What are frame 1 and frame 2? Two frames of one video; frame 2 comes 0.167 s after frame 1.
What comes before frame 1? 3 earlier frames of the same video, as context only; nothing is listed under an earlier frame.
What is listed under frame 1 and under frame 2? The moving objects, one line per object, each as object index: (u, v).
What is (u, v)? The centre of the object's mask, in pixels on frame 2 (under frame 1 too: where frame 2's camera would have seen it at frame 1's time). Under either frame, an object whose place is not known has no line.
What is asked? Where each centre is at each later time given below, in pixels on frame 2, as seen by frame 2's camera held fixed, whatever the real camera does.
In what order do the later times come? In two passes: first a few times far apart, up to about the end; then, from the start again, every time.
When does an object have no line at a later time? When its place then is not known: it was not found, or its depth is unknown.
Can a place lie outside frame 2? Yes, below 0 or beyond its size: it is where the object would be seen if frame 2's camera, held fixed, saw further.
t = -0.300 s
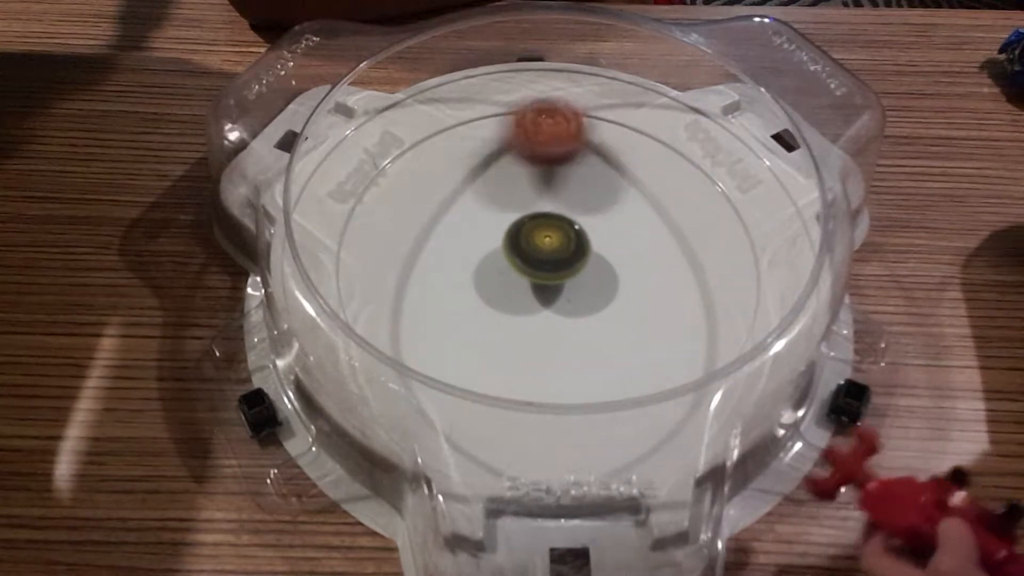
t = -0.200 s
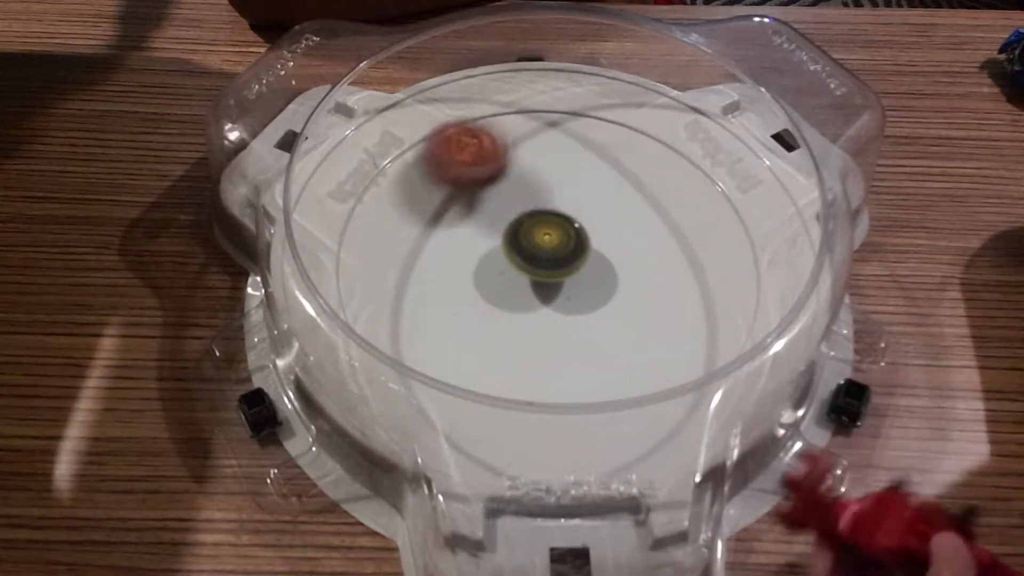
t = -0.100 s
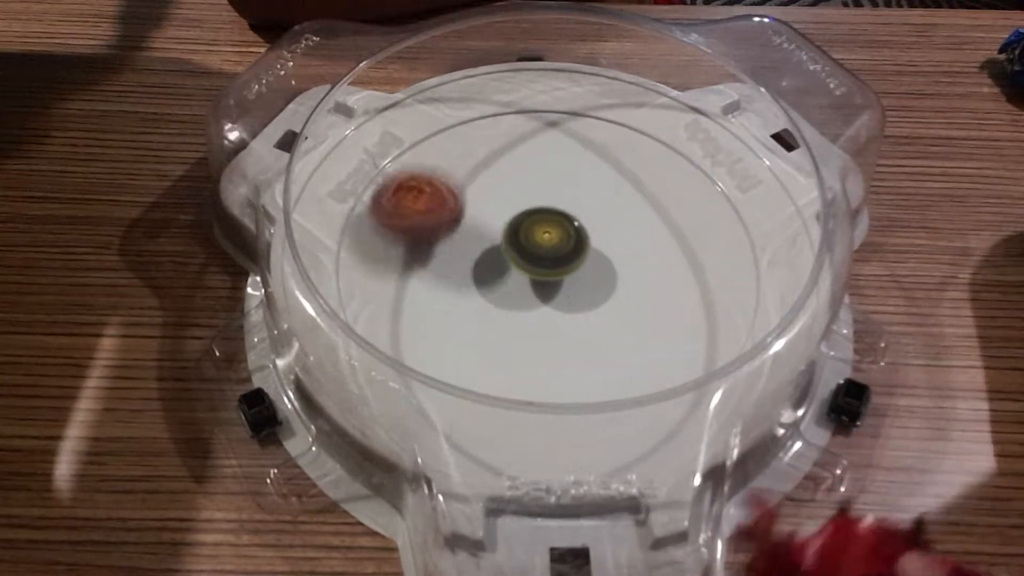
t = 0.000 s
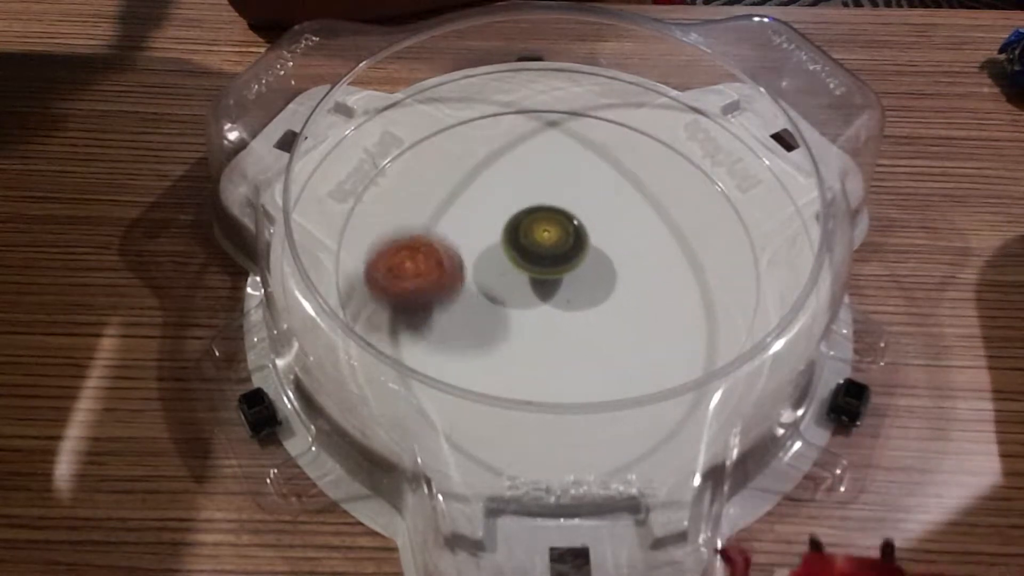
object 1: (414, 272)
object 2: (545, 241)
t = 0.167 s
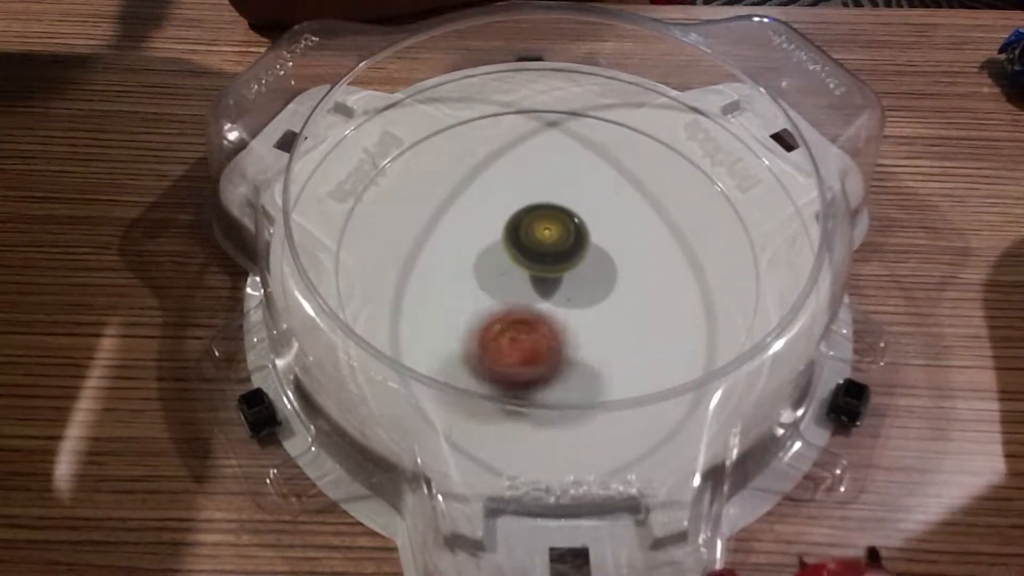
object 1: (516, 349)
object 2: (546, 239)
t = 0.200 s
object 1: (549, 351)
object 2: (547, 238)
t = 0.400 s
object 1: (666, 282)
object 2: (548, 238)
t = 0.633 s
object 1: (606, 166)
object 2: (549, 241)
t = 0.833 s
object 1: (481, 161)
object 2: (549, 245)
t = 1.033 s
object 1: (426, 250)
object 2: (547, 250)
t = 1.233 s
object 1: (516, 330)
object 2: (544, 254)
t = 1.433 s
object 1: (648, 302)
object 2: (540, 258)
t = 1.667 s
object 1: (640, 189)
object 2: (536, 259)
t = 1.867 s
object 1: (519, 165)
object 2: (535, 259)
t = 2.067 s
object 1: (437, 233)
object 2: (535, 258)
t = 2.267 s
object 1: (486, 323)
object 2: (540, 255)
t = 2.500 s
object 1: (634, 308)
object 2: (547, 254)
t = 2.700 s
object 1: (640, 209)
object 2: (554, 254)
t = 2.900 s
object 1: (536, 163)
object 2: (558, 254)
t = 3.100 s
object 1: (443, 210)
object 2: (560, 255)
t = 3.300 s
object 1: (470, 301)
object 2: (560, 256)
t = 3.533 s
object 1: (614, 316)
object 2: (557, 253)
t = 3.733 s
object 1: (665, 236)
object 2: (553, 250)
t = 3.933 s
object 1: (583, 173)
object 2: (548, 246)
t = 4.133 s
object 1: (525, 113)
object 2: (488, 345)
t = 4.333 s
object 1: (456, 172)
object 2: (495, 380)
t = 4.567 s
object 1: (507, 260)
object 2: (520, 363)
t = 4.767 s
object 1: (592, 240)
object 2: (544, 369)
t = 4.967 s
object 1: (624, 196)
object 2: (560, 327)
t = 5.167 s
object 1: (594, 173)
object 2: (523, 290)
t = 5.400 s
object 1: (566, 138)
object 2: (472, 331)
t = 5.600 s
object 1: (542, 211)
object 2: (488, 299)
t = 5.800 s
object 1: (600, 245)
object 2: (500, 264)
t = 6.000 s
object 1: (646, 274)
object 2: (538, 233)
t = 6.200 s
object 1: (632, 279)
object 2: (587, 217)
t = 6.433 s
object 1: (551, 351)
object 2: (624, 182)
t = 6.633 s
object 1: (519, 300)
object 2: (613, 198)
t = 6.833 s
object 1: (520, 224)
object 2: (616, 265)
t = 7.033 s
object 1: (534, 190)
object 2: (652, 266)
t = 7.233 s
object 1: (547, 216)
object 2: (643, 272)
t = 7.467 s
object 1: (539, 220)
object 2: (609, 282)
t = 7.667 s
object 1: (535, 214)
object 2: (590, 275)
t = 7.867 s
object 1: (517, 215)
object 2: (583, 264)
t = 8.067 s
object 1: (517, 214)
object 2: (587, 250)
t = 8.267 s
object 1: (515, 214)
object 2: (582, 262)
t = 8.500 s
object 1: (516, 214)
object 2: (586, 269)
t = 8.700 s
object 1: (516, 214)
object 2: (584, 269)
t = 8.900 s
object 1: (516, 214)
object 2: (584, 269)
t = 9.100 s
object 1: (516, 214)
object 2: (585, 268)
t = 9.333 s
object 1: (516, 214)
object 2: (585, 269)
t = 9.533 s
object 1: (516, 214)
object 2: (584, 269)
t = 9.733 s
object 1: (516, 214)
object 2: (585, 269)
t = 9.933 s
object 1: (516, 214)
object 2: (585, 269)
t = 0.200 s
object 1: (549, 351)
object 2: (547, 238)
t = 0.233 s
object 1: (580, 347)
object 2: (547, 238)
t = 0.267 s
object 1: (606, 339)
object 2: (547, 238)
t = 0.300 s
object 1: (628, 328)
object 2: (548, 238)
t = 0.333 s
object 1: (644, 315)
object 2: (548, 238)
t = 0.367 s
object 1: (658, 299)
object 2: (548, 238)
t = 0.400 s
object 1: (666, 282)
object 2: (548, 238)
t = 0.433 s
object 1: (670, 263)
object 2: (549, 238)
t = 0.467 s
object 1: (669, 244)
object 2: (549, 239)
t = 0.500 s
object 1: (663, 225)
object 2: (549, 239)
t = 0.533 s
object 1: (653, 207)
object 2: (549, 239)
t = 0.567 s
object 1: (641, 191)
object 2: (550, 240)
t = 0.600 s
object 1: (625, 176)
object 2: (550, 240)
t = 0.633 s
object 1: (606, 166)
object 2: (549, 241)
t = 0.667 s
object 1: (586, 158)
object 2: (549, 241)
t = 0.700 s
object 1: (565, 152)
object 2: (549, 242)
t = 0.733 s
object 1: (543, 150)
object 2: (549, 243)
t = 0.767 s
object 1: (521, 151)
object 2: (549, 243)
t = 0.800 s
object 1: (501, 155)
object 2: (549, 244)
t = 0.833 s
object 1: (481, 161)
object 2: (549, 245)
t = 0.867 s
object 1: (463, 171)
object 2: (549, 246)
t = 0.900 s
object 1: (448, 183)
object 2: (549, 247)
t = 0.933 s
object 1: (437, 197)
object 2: (549, 247)
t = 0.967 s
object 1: (429, 213)
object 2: (548, 249)
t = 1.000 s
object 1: (425, 230)
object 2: (548, 249)
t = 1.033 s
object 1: (426, 250)
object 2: (547, 250)
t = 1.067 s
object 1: (430, 267)
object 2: (547, 251)
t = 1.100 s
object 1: (441, 284)
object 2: (546, 252)
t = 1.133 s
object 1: (455, 301)
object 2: (546, 252)
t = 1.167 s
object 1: (473, 315)
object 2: (546, 253)
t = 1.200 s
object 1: (492, 324)
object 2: (545, 254)
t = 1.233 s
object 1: (516, 330)
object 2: (544, 254)
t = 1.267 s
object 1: (539, 333)
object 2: (543, 255)
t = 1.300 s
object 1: (565, 334)
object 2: (542, 255)
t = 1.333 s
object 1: (590, 331)
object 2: (542, 256)
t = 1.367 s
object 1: (612, 325)
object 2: (541, 257)
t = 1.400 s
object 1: (632, 315)
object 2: (540, 257)
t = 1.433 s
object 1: (648, 302)
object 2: (540, 258)
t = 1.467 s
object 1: (661, 287)
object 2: (539, 258)
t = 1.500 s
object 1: (668, 271)
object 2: (538, 258)
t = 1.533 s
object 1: (672, 253)
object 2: (538, 259)
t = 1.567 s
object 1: (671, 236)
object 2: (537, 259)
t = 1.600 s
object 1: (664, 219)
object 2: (537, 259)
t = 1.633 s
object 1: (655, 203)
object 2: (536, 259)
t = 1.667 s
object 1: (640, 189)
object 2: (536, 259)
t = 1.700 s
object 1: (624, 178)
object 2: (535, 259)
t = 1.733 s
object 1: (605, 169)
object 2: (535, 259)
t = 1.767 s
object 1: (585, 164)
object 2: (535, 259)
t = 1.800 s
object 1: (563, 161)
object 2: (535, 259)
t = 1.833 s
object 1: (540, 161)
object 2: (535, 259)
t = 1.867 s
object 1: (519, 165)
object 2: (535, 259)
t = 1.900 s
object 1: (498, 170)
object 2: (535, 259)
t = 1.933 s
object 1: (480, 180)
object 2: (535, 258)
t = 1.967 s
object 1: (464, 190)
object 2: (535, 258)
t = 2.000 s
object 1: (450, 204)
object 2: (535, 258)
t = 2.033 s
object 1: (442, 218)
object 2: (535, 258)
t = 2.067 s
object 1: (437, 233)
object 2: (535, 258)
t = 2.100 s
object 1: (434, 250)
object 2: (536, 257)
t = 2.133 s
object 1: (437, 266)
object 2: (537, 257)
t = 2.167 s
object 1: (444, 283)
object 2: (538, 256)
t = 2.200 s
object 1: (455, 298)
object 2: (539, 256)
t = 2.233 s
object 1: (469, 313)
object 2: (539, 256)
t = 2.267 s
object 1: (486, 323)
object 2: (540, 255)
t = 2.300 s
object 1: (507, 332)
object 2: (541, 255)
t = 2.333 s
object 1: (529, 337)
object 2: (542, 255)
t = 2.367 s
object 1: (553, 339)
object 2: (543, 254)
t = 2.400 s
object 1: (577, 336)
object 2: (544, 254)
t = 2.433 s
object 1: (599, 330)
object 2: (545, 254)
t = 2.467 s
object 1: (617, 320)
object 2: (546, 254)
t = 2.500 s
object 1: (634, 308)
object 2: (547, 254)
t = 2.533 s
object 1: (646, 293)
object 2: (548, 254)
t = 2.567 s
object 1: (655, 277)
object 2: (549, 254)
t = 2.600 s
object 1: (657, 260)
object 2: (550, 254)
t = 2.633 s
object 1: (655, 242)
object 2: (551, 254)
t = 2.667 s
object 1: (649, 225)
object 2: (553, 254)
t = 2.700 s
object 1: (640, 209)
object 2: (554, 254)
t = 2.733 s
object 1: (628, 195)
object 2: (555, 254)
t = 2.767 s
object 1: (612, 183)
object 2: (555, 254)
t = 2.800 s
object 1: (594, 174)
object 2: (556, 254)
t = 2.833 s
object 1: (576, 168)
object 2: (557, 254)
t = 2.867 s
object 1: (556, 164)
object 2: (558, 254)
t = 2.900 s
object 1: (536, 163)
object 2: (558, 254)
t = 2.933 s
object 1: (517, 164)
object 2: (559, 254)
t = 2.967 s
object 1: (498, 168)
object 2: (559, 255)
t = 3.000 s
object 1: (480, 175)
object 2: (560, 255)
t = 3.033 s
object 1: (465, 185)
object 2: (560, 255)
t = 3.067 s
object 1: (452, 197)
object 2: (560, 255)
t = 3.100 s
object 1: (443, 210)
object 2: (560, 255)
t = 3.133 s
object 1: (438, 225)
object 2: (560, 255)
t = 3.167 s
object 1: (436, 240)
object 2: (560, 256)
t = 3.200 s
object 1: (438, 256)
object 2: (560, 256)
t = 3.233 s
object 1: (445, 272)
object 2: (560, 256)
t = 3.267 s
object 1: (456, 288)
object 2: (560, 256)
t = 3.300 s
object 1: (470, 301)
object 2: (560, 256)
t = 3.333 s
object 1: (488, 312)
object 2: (560, 256)
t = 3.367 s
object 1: (508, 320)
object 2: (560, 255)
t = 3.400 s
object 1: (528, 325)
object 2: (559, 255)
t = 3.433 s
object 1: (549, 326)
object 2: (559, 253)
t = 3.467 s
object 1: (572, 325)
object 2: (558, 254)
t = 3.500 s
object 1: (593, 321)
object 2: (557, 254)
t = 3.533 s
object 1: (614, 316)
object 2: (557, 253)
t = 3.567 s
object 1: (630, 307)
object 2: (556, 253)
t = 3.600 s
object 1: (645, 295)
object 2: (555, 253)
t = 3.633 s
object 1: (657, 282)
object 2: (555, 252)
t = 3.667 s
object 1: (663, 268)
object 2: (554, 252)
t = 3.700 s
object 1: (666, 252)
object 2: (554, 251)
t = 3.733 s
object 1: (665, 236)
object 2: (553, 250)
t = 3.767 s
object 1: (659, 221)
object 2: (552, 250)
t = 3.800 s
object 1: (648, 207)
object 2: (552, 249)
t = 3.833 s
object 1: (634, 194)
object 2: (551, 248)
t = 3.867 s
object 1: (618, 185)
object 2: (549, 247)
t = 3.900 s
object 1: (601, 178)
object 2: (548, 247)
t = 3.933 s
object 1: (583, 173)
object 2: (548, 246)
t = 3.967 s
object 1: (576, 159)
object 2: (534, 259)
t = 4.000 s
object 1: (571, 140)
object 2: (517, 281)
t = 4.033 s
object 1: (563, 129)
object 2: (504, 302)
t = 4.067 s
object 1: (552, 121)
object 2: (497, 320)
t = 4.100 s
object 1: (539, 115)
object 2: (492, 333)
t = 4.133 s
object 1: (525, 113)
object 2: (488, 345)
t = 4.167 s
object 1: (510, 114)
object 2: (485, 358)
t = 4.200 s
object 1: (493, 118)
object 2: (485, 363)
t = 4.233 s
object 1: (478, 128)
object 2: (487, 369)
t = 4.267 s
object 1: (468, 141)
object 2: (491, 372)
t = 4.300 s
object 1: (461, 156)
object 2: (495, 373)
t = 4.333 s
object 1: (456, 172)
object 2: (495, 380)
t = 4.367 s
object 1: (455, 191)
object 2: (502, 371)
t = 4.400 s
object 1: (458, 209)
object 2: (506, 369)
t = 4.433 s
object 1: (464, 227)
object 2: (510, 365)
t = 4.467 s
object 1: (471, 243)
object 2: (514, 361)
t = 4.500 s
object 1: (481, 260)
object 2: (517, 353)
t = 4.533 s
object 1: (492, 268)
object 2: (521, 350)
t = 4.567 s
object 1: (507, 260)
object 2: (520, 363)
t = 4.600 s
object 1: (521, 251)
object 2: (521, 369)
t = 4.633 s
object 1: (535, 248)
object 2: (526, 372)
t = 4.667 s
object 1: (551, 248)
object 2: (531, 373)
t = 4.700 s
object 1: (565, 246)
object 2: (537, 373)
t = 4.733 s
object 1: (580, 243)
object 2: (541, 371)
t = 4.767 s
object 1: (592, 240)
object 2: (544, 369)
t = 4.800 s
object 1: (605, 233)
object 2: (547, 366)
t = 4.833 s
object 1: (614, 226)
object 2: (550, 362)
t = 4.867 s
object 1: (621, 220)
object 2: (553, 357)
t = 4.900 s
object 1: (627, 212)
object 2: (555, 347)
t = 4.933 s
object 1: (628, 203)
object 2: (557, 337)
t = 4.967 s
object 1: (624, 196)
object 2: (560, 327)
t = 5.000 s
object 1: (618, 193)
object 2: (561, 316)
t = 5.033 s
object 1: (609, 191)
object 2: (561, 303)
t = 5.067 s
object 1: (597, 192)
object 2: (561, 290)
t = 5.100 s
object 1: (586, 197)
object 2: (560, 278)
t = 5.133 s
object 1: (587, 190)
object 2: (545, 275)
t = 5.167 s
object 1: (594, 173)
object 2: (523, 290)
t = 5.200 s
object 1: (599, 160)
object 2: (506, 303)
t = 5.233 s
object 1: (597, 150)
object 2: (492, 313)
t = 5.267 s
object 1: (594, 142)
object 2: (481, 321)
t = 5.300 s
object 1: (590, 136)
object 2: (474, 328)
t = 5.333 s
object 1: (582, 133)
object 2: (470, 331)
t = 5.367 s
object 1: (574, 134)
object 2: (471, 332)
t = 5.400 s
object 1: (566, 138)
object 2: (472, 331)
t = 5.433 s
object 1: (558, 147)
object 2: (474, 330)
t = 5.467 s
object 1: (553, 157)
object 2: (475, 326)
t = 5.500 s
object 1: (548, 169)
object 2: (476, 320)
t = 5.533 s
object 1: (546, 185)
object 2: (480, 314)
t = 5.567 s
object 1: (543, 197)
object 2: (483, 308)
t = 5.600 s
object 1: (542, 211)
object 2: (488, 299)
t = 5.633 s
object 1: (542, 222)
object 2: (493, 292)
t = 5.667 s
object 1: (556, 228)
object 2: (489, 288)
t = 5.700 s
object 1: (570, 228)
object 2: (489, 283)
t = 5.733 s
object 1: (581, 234)
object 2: (491, 278)
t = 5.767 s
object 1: (590, 240)
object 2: (495, 271)
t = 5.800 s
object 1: (600, 245)
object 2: (500, 264)
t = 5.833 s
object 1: (609, 251)
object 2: (504, 258)
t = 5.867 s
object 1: (617, 256)
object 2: (509, 253)
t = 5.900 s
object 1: (625, 261)
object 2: (517, 247)
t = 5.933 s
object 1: (633, 266)
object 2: (523, 242)
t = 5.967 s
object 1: (640, 270)
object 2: (531, 237)
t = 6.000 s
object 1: (646, 274)
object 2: (538, 233)
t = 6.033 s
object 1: (649, 275)
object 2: (547, 229)
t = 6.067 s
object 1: (650, 277)
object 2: (555, 227)
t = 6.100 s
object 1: (648, 278)
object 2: (563, 223)
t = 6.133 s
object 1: (645, 279)
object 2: (571, 221)
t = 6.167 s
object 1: (641, 278)
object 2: (580, 219)
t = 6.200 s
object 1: (632, 279)
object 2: (587, 217)
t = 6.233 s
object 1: (621, 297)
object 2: (603, 202)
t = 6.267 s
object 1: (609, 317)
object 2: (612, 186)
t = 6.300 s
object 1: (594, 333)
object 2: (620, 183)
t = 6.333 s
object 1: (584, 343)
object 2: (625, 182)
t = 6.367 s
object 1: (570, 349)
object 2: (627, 182)
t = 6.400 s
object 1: (560, 354)
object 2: (626, 182)
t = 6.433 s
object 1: (551, 351)
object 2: (624, 182)
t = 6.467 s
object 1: (543, 345)
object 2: (621, 179)
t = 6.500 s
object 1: (535, 342)
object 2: (620, 180)
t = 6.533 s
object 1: (530, 332)
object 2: (619, 180)
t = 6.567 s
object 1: (525, 323)
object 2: (618, 185)
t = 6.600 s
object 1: (521, 313)
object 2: (616, 190)
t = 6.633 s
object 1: (519, 300)
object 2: (613, 198)
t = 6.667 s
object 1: (518, 289)
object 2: (610, 206)
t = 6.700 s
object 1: (516, 274)
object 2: (606, 216)
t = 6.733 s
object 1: (515, 261)
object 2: (605, 229)
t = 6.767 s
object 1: (519, 250)
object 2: (607, 243)
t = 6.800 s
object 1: (517, 234)
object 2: (611, 255)
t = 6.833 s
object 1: (520, 224)
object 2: (616, 265)
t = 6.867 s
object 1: (522, 215)
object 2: (623, 272)
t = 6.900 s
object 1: (524, 208)
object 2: (632, 274)
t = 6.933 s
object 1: (527, 199)
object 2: (639, 274)
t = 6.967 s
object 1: (529, 195)
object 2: (644, 271)
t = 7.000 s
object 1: (531, 189)
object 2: (649, 268)
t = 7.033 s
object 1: (534, 190)
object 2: (652, 266)
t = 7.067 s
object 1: (538, 190)
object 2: (653, 264)
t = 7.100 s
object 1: (542, 193)
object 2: (653, 264)
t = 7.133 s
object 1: (545, 198)
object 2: (652, 265)
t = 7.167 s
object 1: (545, 204)
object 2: (651, 267)
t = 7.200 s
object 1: (546, 210)
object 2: (648, 270)
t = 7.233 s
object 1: (547, 216)
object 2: (643, 272)
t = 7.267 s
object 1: (547, 219)
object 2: (637, 274)
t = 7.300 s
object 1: (550, 225)
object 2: (629, 275)
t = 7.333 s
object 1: (548, 229)
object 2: (625, 275)
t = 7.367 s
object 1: (544, 223)
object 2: (625, 280)
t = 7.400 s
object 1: (542, 223)
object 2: (622, 282)
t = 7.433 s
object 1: (540, 219)
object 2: (616, 283)
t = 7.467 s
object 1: (539, 220)
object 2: (609, 282)
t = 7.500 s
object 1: (541, 220)
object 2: (601, 280)
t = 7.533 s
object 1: (543, 218)
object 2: (593, 275)
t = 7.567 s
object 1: (542, 218)
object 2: (589, 272)
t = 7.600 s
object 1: (540, 216)
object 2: (588, 270)
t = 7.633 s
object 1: (538, 215)
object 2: (589, 273)
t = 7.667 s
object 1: (535, 214)
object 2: (590, 275)
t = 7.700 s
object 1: (531, 214)
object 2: (590, 274)
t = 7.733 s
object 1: (526, 214)
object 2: (589, 273)
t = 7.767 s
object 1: (523, 214)
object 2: (587, 271)
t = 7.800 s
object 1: (520, 214)
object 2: (585, 269)
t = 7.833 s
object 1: (519, 213)
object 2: (584, 266)
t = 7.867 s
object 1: (517, 215)
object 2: (583, 264)
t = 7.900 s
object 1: (515, 213)
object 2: (583, 261)
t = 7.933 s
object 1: (515, 213)
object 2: (583, 259)
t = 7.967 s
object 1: (516, 213)
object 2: (584, 256)
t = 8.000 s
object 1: (517, 214)
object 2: (585, 254)
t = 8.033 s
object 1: (517, 214)
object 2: (586, 251)
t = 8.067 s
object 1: (517, 214)
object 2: (587, 250)
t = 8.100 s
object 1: (516, 214)
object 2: (587, 250)
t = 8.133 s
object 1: (515, 214)
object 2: (586, 252)
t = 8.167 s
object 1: (515, 214)
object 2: (585, 254)
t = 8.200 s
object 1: (515, 214)
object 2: (583, 257)
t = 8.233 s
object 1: (515, 214)
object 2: (582, 259)
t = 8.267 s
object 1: (515, 214)
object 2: (582, 262)
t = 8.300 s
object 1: (515, 214)
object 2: (582, 264)
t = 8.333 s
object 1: (516, 214)
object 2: (583, 265)
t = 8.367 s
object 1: (516, 214)
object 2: (583, 266)
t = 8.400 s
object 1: (516, 214)
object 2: (585, 267)
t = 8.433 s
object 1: (516, 214)
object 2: (585, 269)
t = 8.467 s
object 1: (516, 214)
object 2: (586, 270)
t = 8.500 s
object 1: (516, 214)
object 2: (586, 269)
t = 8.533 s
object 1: (516, 214)
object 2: (585, 269)
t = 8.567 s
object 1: (516, 214)
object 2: (585, 268)
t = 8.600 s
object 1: (516, 214)
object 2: (585, 268)
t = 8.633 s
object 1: (516, 214)
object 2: (585, 268)
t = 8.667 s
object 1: (515, 214)
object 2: (585, 269)
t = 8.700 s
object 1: (516, 214)
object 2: (584, 269)
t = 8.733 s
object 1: (515, 215)
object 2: (585, 268)
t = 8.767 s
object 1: (516, 214)
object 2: (585, 268)
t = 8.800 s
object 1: (516, 214)
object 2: (584, 269)
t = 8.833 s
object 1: (516, 214)
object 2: (584, 269)
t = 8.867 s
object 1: (516, 214)
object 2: (585, 268)
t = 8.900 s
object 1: (516, 214)
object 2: (584, 269)
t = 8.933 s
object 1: (516, 214)
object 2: (585, 269)
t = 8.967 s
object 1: (516, 214)
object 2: (585, 268)
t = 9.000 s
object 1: (516, 214)
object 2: (584, 269)
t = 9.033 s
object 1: (515, 215)
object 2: (584, 269)
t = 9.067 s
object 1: (516, 214)
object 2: (584, 269)
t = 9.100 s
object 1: (516, 214)
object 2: (585, 268)
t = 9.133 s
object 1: (516, 214)
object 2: (584, 269)
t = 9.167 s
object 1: (516, 214)
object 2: (584, 269)
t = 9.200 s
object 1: (516, 214)
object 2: (585, 268)
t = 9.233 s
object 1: (515, 214)
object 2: (584, 269)
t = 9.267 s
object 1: (515, 214)
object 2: (584, 269)
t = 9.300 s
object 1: (516, 214)
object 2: (584, 269)
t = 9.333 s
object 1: (516, 214)
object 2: (585, 269)
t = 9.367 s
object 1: (516, 214)
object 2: (584, 269)
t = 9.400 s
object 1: (516, 214)
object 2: (584, 269)
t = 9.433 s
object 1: (515, 214)
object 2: (585, 269)
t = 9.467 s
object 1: (516, 214)
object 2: (585, 269)
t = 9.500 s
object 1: (516, 214)
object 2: (585, 269)
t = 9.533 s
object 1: (516, 214)
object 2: (584, 269)
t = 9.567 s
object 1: (515, 214)
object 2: (585, 269)
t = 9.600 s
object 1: (515, 214)
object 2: (585, 269)
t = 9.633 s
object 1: (515, 214)
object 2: (585, 269)
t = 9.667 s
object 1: (516, 214)
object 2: (585, 269)
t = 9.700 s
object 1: (516, 214)
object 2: (585, 269)
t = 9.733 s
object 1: (516, 214)
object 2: (585, 269)
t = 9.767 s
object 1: (516, 214)
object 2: (585, 269)
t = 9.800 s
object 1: (516, 214)
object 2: (585, 269)
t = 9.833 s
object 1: (516, 214)
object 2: (585, 269)
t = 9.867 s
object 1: (516, 214)
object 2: (585, 269)
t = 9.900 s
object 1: (516, 214)
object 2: (585, 269)
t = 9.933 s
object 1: (516, 214)
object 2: (585, 269)
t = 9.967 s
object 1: (516, 214)
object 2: (585, 269)
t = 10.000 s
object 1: (516, 214)
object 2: (584, 269)
